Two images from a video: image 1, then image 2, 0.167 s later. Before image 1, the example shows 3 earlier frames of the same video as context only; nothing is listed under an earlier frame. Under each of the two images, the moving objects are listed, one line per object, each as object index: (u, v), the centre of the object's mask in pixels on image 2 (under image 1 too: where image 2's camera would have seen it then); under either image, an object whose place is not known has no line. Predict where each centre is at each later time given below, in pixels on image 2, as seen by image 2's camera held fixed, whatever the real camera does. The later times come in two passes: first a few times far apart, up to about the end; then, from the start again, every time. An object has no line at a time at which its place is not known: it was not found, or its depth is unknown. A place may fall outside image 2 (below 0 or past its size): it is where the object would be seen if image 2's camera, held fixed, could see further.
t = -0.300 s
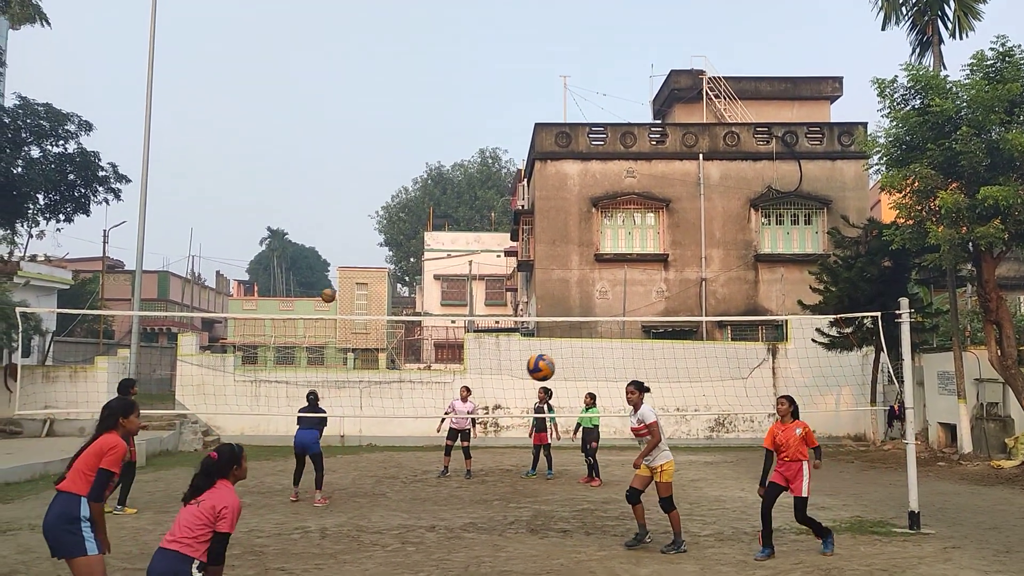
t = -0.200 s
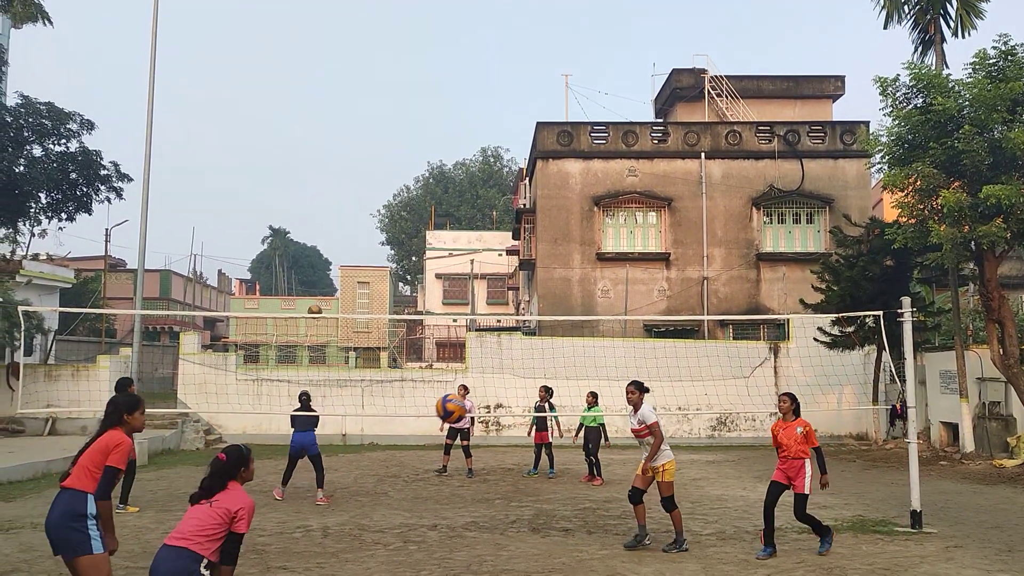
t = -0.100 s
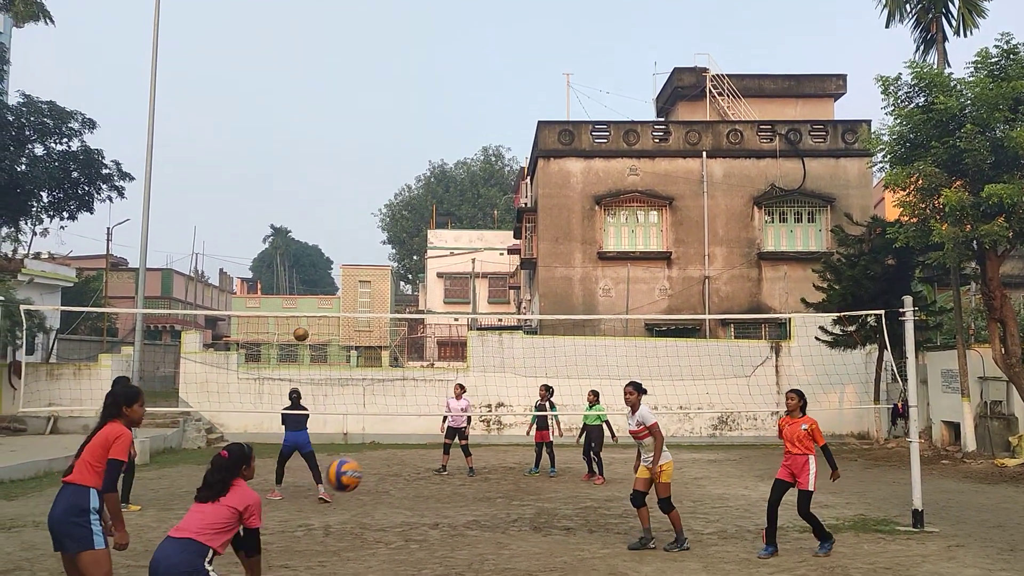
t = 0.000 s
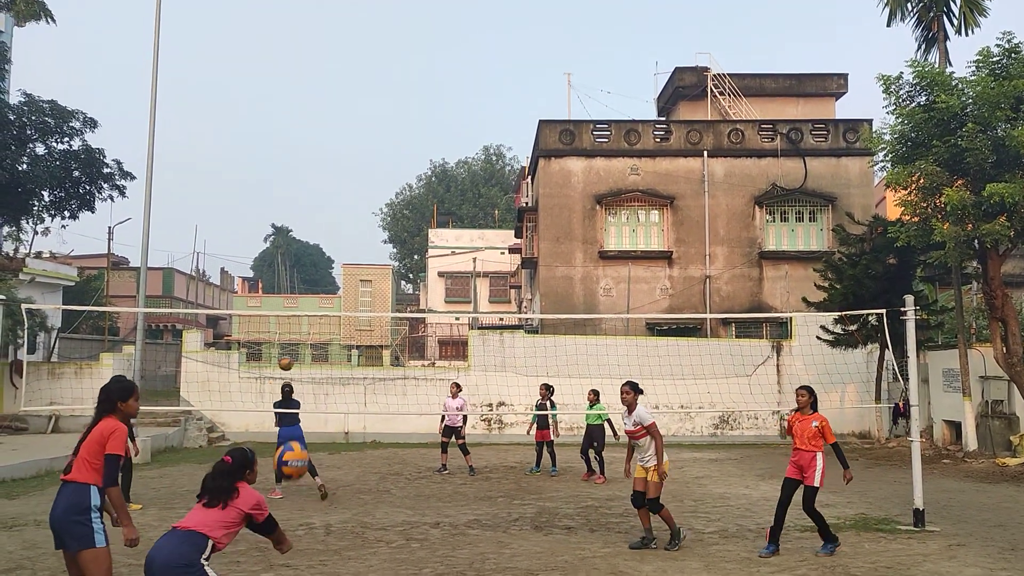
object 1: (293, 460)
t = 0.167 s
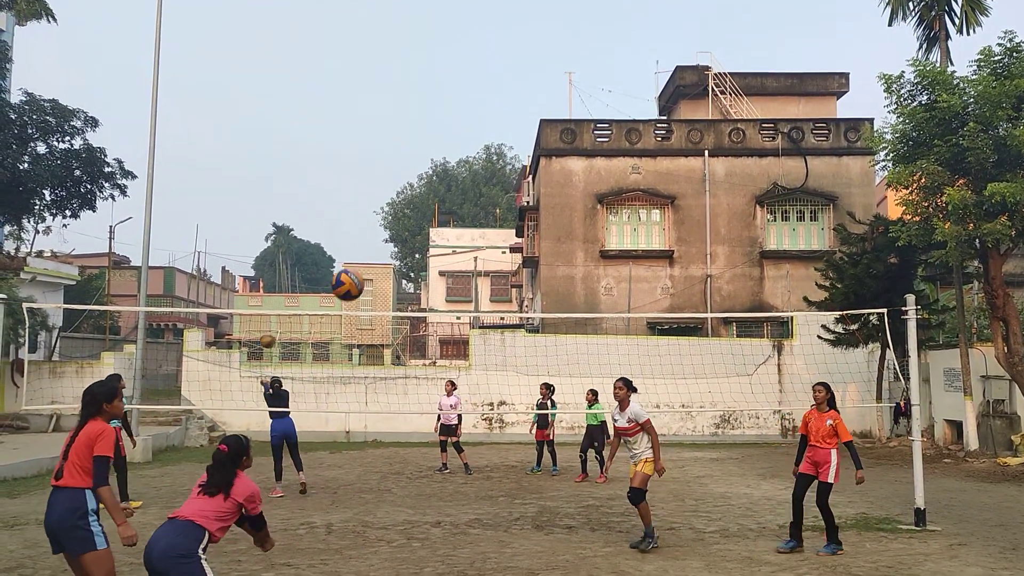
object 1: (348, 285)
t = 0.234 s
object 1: (365, 237)
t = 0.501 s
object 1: (422, 135)
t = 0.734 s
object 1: (460, 130)
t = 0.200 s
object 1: (357, 259)
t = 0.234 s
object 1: (365, 237)
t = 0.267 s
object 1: (373, 217)
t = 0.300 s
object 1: (381, 199)
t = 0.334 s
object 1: (390, 184)
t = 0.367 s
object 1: (397, 170)
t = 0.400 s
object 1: (403, 158)
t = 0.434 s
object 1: (410, 148)
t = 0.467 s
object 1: (416, 141)
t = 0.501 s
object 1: (422, 135)
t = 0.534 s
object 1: (429, 130)
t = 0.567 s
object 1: (434, 126)
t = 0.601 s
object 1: (440, 124)
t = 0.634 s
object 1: (444, 123)
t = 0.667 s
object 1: (450, 125)
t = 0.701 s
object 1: (455, 127)
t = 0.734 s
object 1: (460, 130)
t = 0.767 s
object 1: (465, 135)
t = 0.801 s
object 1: (470, 140)
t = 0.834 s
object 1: (474, 146)
